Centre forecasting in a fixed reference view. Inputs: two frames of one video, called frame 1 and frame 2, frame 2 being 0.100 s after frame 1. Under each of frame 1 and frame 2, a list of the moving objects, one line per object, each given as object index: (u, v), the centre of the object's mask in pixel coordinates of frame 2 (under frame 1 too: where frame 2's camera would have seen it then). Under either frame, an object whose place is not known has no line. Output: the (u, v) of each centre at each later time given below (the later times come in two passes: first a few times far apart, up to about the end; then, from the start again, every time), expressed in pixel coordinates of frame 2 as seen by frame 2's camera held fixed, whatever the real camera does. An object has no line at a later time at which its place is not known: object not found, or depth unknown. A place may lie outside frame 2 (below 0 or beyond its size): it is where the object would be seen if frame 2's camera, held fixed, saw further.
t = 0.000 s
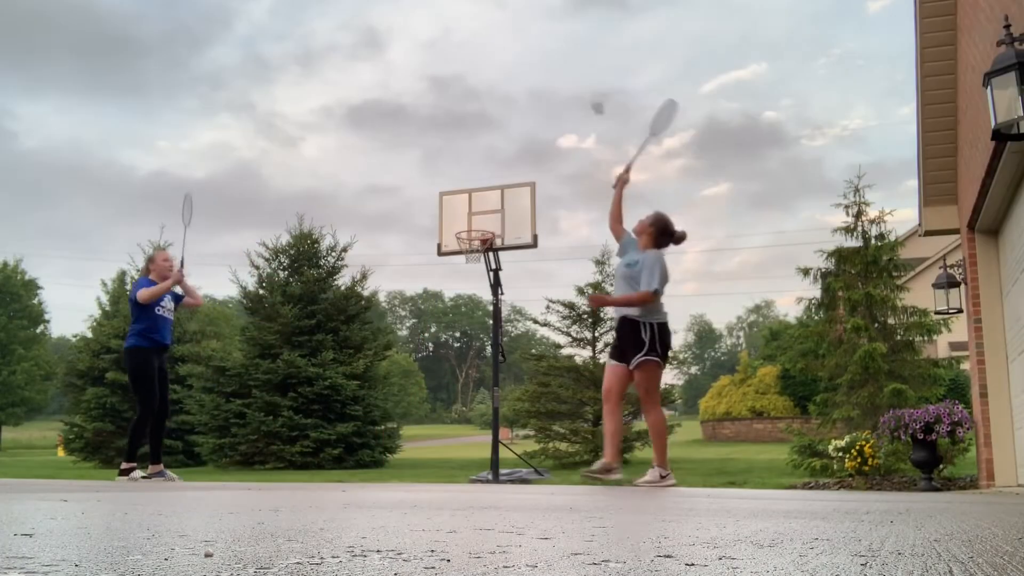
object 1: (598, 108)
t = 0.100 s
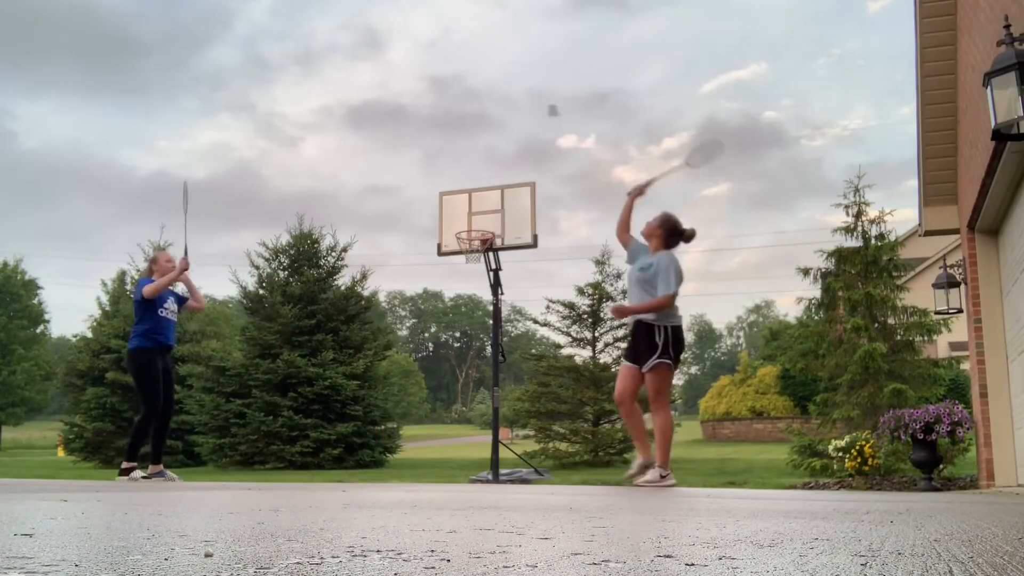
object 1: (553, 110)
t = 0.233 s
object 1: (505, 120)
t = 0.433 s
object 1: (442, 176)
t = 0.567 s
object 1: (408, 235)
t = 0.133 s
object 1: (538, 112)
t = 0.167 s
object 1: (526, 115)
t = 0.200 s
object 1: (516, 118)
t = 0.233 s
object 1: (505, 120)
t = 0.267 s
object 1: (493, 125)
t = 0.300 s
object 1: (481, 134)
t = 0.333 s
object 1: (470, 143)
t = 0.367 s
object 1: (460, 153)
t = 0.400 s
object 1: (451, 164)
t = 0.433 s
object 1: (442, 176)
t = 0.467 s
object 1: (433, 190)
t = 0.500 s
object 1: (424, 204)
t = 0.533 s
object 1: (416, 219)
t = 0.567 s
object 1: (408, 235)
